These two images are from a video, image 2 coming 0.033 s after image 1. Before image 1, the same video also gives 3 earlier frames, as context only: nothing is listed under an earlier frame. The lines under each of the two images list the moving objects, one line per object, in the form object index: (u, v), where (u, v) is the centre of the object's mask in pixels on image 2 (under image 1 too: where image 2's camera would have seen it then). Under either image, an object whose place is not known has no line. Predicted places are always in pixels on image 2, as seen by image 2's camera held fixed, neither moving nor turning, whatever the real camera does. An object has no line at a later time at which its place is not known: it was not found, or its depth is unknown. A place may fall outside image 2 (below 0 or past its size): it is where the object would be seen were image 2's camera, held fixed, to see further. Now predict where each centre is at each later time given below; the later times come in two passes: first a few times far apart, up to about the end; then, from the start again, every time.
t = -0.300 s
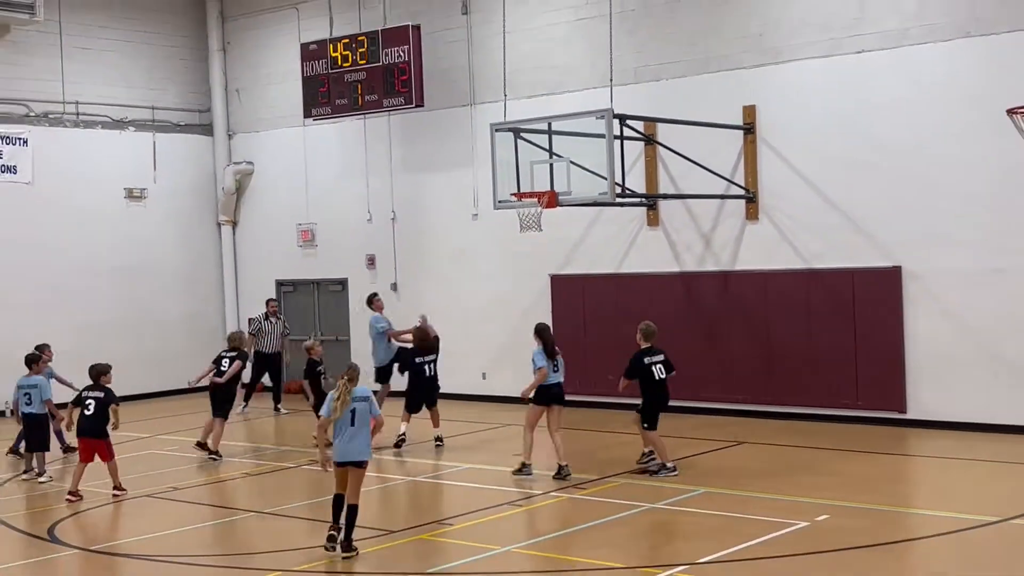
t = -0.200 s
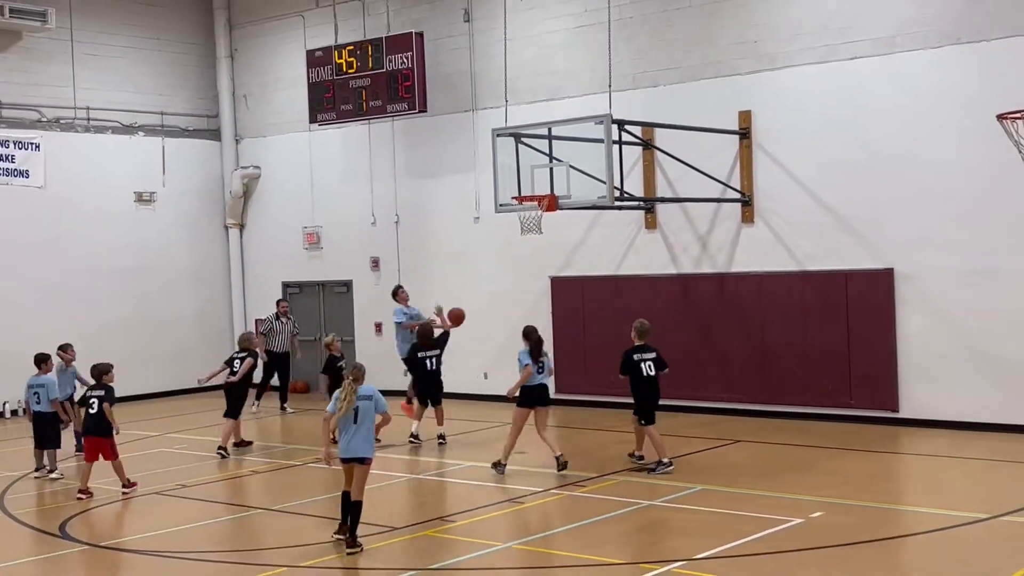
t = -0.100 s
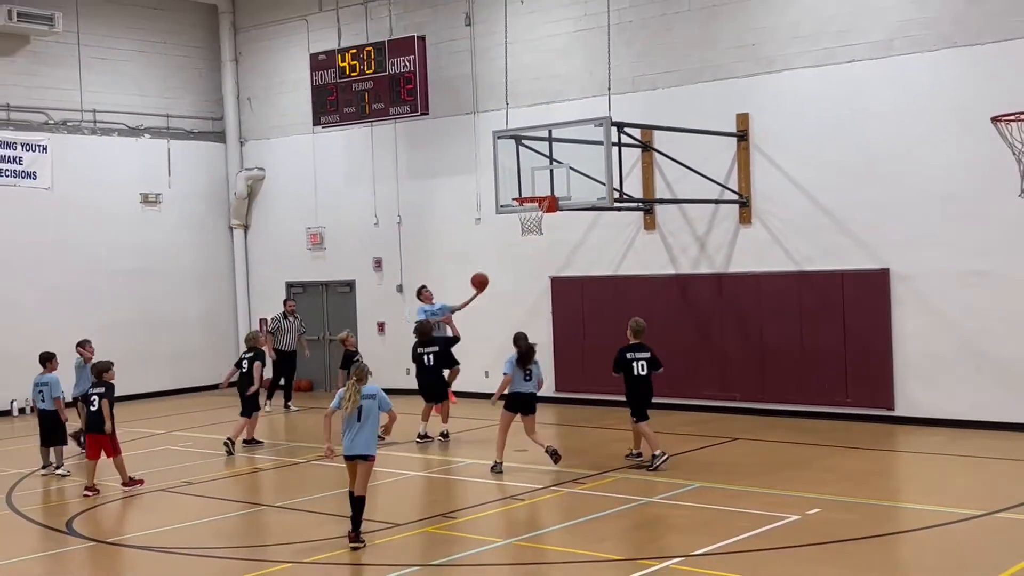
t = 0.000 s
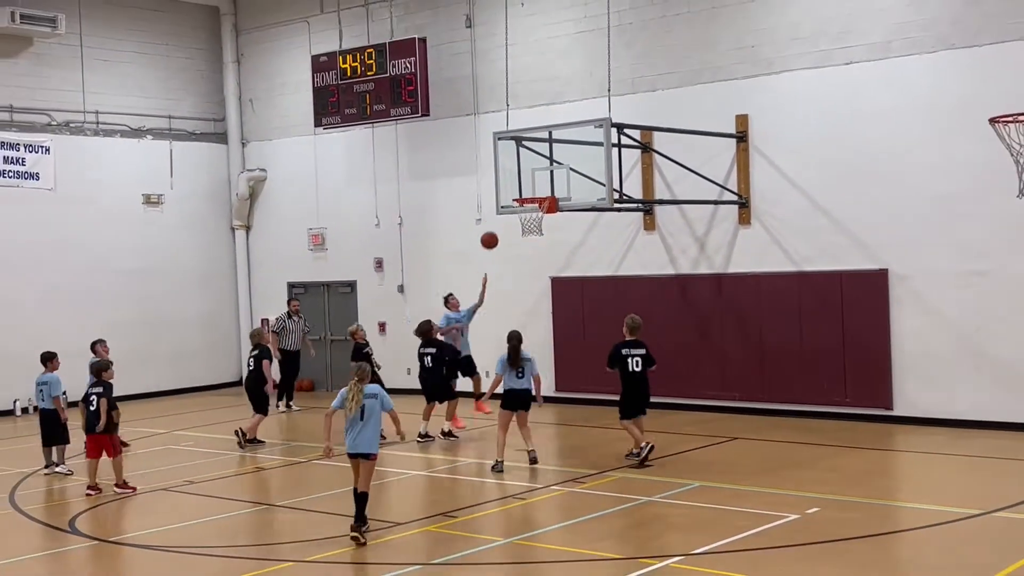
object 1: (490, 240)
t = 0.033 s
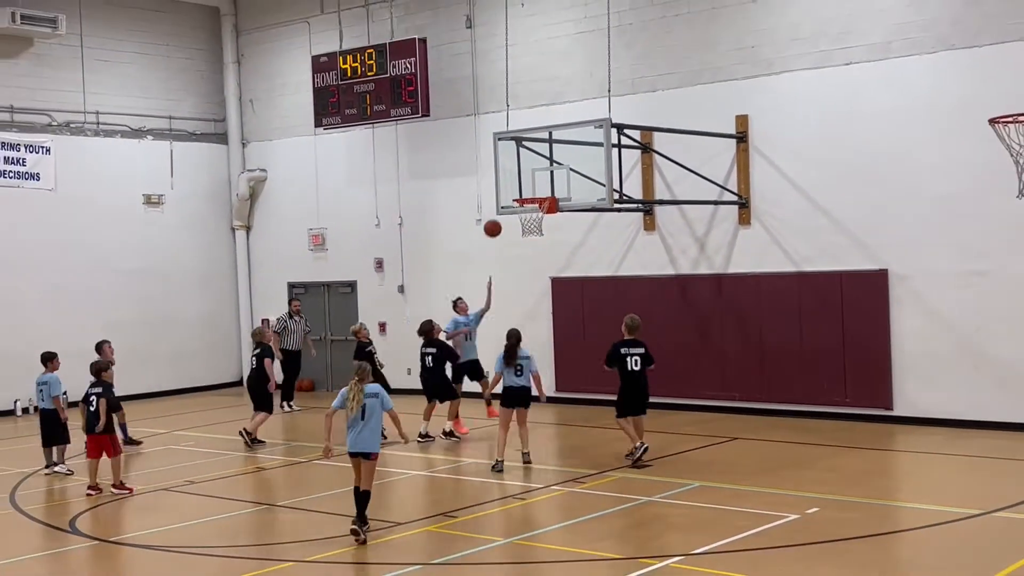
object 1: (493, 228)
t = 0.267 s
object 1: (516, 165)
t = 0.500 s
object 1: (541, 140)
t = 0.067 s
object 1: (496, 217)
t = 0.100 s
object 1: (499, 206)
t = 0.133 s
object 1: (502, 196)
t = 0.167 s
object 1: (505, 187)
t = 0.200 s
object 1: (509, 179)
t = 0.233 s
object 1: (512, 171)
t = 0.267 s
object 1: (516, 165)
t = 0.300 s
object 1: (519, 159)
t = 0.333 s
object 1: (522, 153)
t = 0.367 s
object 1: (526, 149)
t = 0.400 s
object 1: (529, 146)
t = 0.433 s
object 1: (534, 143)
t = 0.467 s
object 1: (538, 141)
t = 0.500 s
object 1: (541, 140)
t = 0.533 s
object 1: (546, 140)
